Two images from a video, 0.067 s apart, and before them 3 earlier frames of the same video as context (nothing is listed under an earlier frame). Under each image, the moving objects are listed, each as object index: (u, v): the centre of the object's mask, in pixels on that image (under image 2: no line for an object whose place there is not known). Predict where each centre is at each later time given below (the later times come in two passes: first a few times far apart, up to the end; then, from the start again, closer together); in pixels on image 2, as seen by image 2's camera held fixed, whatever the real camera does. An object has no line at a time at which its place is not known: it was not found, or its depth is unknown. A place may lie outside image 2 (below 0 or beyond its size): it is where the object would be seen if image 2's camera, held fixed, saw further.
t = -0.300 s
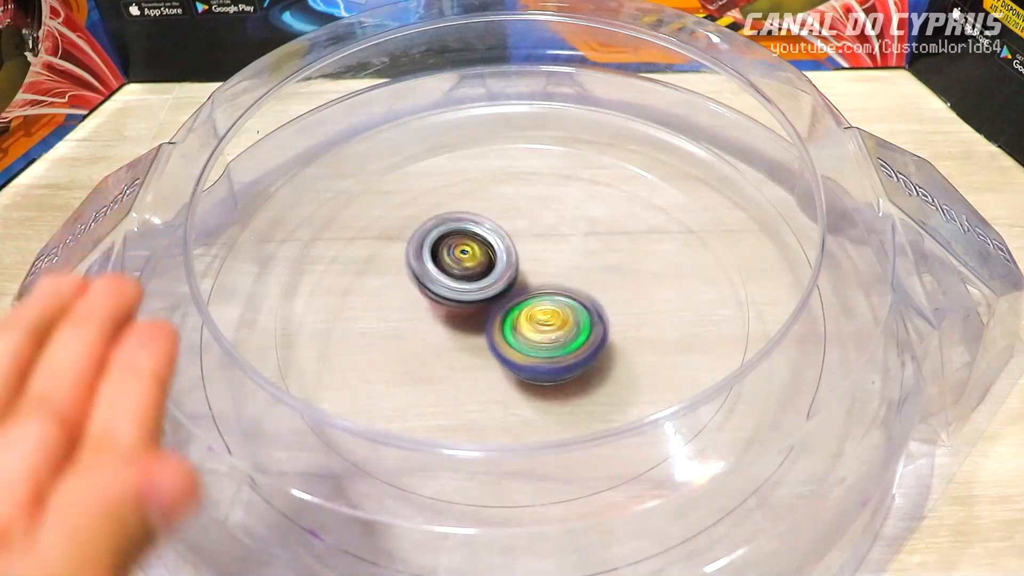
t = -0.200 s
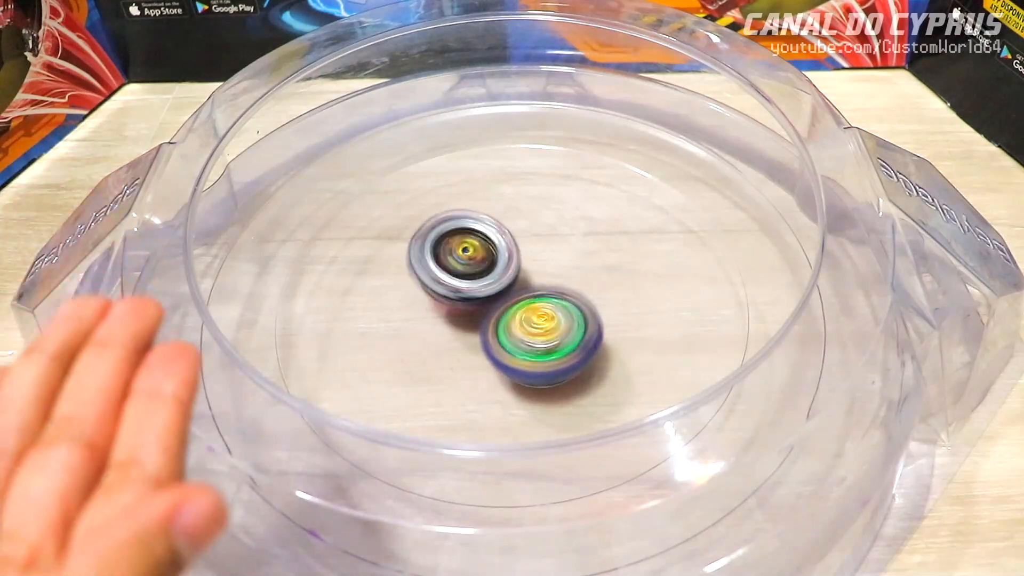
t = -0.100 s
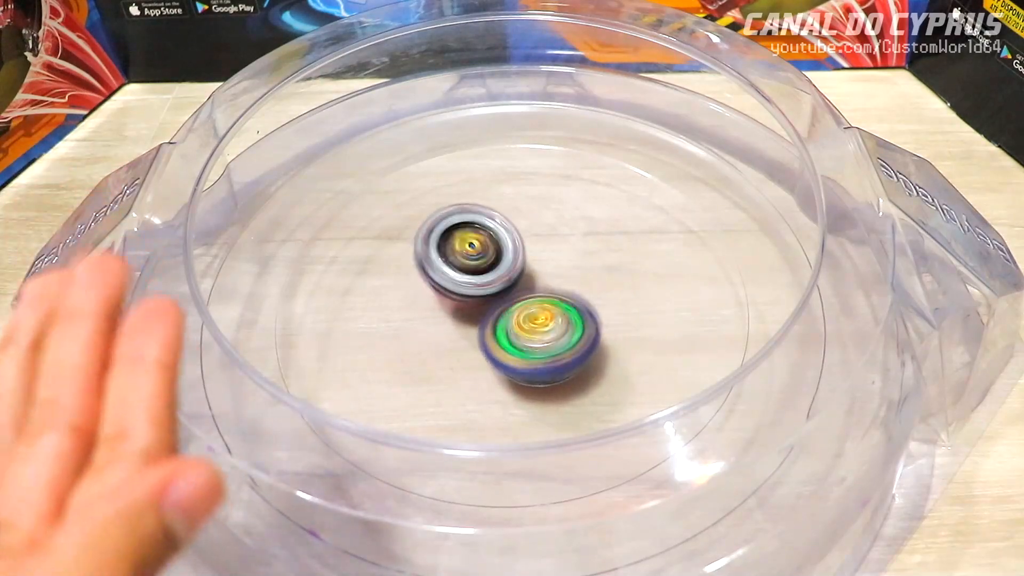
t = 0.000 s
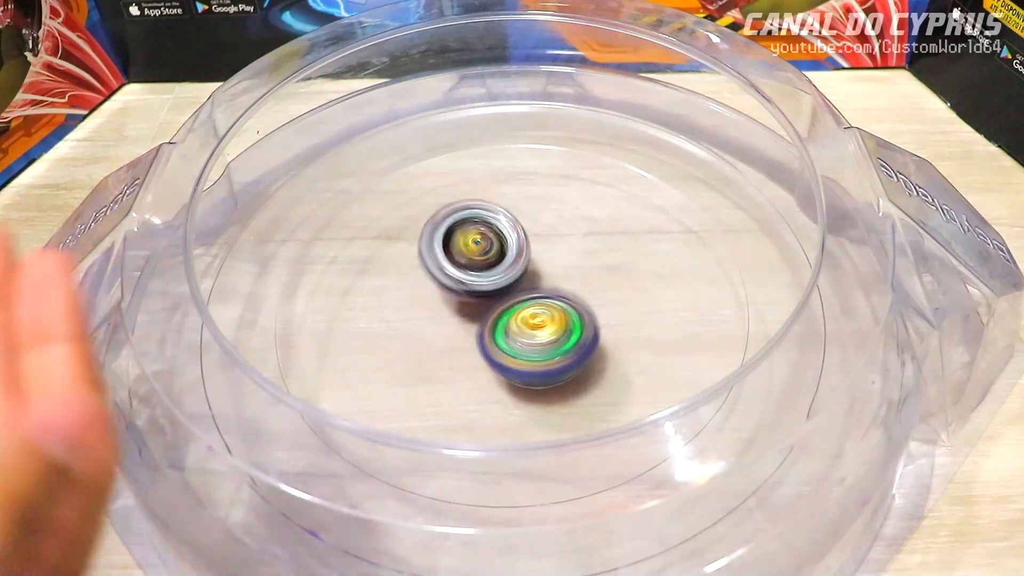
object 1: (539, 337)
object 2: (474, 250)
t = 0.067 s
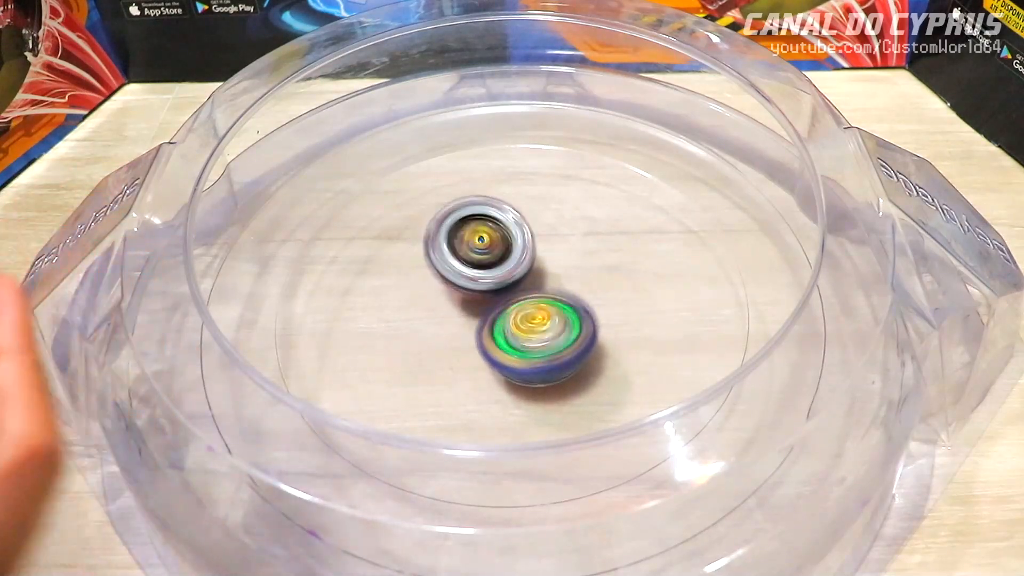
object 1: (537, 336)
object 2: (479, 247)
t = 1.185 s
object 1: (495, 343)
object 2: (508, 241)
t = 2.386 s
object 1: (469, 334)
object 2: (523, 241)
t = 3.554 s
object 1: (447, 323)
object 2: (540, 254)
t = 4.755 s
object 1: (456, 284)
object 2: (572, 292)
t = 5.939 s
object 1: (455, 279)
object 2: (556, 308)
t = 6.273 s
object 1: (463, 289)
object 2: (553, 314)
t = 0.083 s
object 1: (537, 336)
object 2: (481, 247)
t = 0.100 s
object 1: (536, 335)
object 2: (482, 248)
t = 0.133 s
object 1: (535, 335)
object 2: (483, 244)
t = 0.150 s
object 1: (535, 335)
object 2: (485, 245)
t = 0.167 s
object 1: (534, 334)
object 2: (487, 245)
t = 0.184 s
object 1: (535, 336)
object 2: (487, 243)
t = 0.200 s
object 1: (536, 339)
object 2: (487, 240)
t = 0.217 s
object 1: (537, 341)
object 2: (486, 237)
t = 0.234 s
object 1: (537, 341)
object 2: (487, 236)
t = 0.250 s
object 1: (538, 340)
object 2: (489, 235)
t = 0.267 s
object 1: (537, 340)
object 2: (490, 236)
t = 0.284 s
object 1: (535, 339)
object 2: (491, 236)
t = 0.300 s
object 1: (533, 339)
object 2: (492, 237)
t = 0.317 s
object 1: (532, 338)
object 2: (493, 239)
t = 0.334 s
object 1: (531, 337)
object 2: (494, 241)
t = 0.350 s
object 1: (529, 338)
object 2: (494, 241)
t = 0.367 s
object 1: (529, 342)
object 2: (494, 238)
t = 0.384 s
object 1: (529, 343)
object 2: (494, 237)
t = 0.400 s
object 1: (528, 344)
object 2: (495, 236)
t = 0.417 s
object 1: (529, 344)
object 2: (496, 236)
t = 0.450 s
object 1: (527, 342)
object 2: (498, 239)
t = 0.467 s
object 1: (525, 342)
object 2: (499, 241)
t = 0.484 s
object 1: (524, 342)
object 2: (500, 242)
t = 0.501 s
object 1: (524, 345)
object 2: (500, 240)
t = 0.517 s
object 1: (523, 347)
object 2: (501, 237)
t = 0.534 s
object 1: (523, 348)
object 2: (502, 238)
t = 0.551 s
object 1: (523, 347)
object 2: (503, 238)
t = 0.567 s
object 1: (522, 347)
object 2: (503, 240)
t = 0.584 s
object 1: (521, 346)
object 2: (502, 241)
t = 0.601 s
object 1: (519, 345)
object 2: (501, 243)
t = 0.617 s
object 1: (518, 344)
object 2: (500, 244)
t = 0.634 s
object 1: (516, 344)
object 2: (500, 245)
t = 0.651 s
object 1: (514, 344)
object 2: (500, 245)
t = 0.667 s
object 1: (514, 344)
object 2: (501, 245)
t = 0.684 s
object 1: (512, 344)
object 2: (502, 244)
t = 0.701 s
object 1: (511, 345)
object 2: (504, 243)
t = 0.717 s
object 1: (510, 345)
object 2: (506, 244)
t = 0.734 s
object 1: (510, 345)
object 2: (506, 245)
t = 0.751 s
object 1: (511, 349)
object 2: (507, 244)
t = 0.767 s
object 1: (510, 351)
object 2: (508, 243)
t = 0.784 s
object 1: (511, 352)
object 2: (509, 241)
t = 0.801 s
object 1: (511, 352)
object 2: (508, 240)
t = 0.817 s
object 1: (510, 351)
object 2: (508, 240)
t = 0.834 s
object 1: (509, 350)
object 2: (508, 240)
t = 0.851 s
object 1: (509, 348)
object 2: (507, 241)
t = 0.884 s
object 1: (506, 346)
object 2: (505, 242)
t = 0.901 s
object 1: (505, 345)
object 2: (505, 243)
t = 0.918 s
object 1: (504, 344)
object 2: (504, 244)
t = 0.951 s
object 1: (502, 344)
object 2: (505, 242)
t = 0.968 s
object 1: (503, 344)
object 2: (504, 242)
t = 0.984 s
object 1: (503, 343)
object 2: (503, 242)
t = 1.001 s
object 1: (502, 342)
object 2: (503, 242)
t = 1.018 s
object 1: (500, 342)
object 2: (503, 243)
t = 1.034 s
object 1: (500, 342)
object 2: (503, 242)
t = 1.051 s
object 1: (500, 342)
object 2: (504, 241)
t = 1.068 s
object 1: (499, 342)
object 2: (505, 242)
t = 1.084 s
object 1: (498, 342)
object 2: (506, 241)
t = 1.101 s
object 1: (498, 344)
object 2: (507, 240)
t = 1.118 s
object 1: (497, 345)
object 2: (508, 240)
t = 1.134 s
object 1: (496, 345)
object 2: (510, 241)
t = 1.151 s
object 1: (497, 344)
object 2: (510, 242)
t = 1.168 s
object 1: (496, 343)
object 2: (509, 242)
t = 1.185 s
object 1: (495, 343)
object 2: (508, 241)
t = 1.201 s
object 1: (494, 345)
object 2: (508, 241)
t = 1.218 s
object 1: (494, 345)
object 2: (509, 238)
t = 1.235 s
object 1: (494, 345)
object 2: (509, 239)
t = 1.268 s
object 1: (492, 344)
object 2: (510, 239)
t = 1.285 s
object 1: (492, 343)
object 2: (510, 241)
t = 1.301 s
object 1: (491, 341)
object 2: (509, 241)
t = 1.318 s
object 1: (490, 343)
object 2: (509, 239)
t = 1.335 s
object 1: (489, 344)
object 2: (509, 238)
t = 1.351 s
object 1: (489, 345)
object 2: (509, 236)
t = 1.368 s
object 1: (489, 345)
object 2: (511, 236)
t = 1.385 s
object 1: (488, 344)
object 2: (512, 236)
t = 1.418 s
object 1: (487, 343)
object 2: (510, 238)
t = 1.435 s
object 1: (487, 342)
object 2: (510, 240)
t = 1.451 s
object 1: (485, 341)
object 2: (510, 242)
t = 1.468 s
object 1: (484, 343)
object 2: (510, 241)
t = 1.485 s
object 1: (483, 346)
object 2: (511, 237)
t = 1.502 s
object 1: (481, 348)
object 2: (513, 234)
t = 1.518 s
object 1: (480, 349)
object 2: (515, 234)
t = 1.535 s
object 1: (482, 348)
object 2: (516, 235)
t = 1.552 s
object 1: (482, 348)
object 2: (515, 237)
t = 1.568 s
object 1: (481, 346)
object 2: (514, 238)
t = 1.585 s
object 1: (480, 345)
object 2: (512, 239)
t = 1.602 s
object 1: (481, 343)
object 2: (511, 241)
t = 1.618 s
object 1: (481, 342)
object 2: (509, 242)
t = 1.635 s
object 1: (479, 341)
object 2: (508, 242)
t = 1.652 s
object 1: (478, 340)
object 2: (508, 242)
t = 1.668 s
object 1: (477, 339)
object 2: (509, 241)
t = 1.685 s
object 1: (477, 339)
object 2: (511, 241)
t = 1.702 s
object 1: (477, 338)
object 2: (512, 242)
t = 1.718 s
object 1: (476, 338)
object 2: (512, 243)
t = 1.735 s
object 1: (474, 342)
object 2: (515, 240)
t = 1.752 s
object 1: (472, 346)
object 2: (518, 235)
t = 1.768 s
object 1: (470, 349)
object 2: (520, 232)
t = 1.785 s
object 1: (468, 351)
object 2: (522, 231)
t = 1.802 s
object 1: (469, 352)
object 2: (524, 232)
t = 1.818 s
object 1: (470, 352)
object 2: (523, 231)
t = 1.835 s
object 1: (470, 350)
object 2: (522, 232)
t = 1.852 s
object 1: (470, 348)
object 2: (521, 234)
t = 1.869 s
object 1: (471, 347)
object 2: (520, 235)
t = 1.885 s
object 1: (472, 345)
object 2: (517, 236)
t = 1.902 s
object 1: (471, 343)
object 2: (516, 237)
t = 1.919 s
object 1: (472, 341)
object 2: (515, 238)
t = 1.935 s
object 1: (472, 339)
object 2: (514, 238)
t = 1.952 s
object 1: (473, 337)
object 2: (512, 240)
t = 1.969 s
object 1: (474, 335)
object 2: (510, 241)
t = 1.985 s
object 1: (473, 336)
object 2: (512, 239)
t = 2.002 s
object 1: (471, 335)
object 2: (513, 238)
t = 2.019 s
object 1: (472, 335)
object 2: (513, 238)
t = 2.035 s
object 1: (473, 334)
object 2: (513, 238)
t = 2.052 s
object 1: (473, 334)
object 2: (513, 239)
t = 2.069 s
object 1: (472, 333)
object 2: (513, 239)
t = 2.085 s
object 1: (471, 333)
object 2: (514, 238)
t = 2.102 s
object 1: (471, 333)
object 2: (517, 237)
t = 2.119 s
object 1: (471, 333)
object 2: (518, 237)
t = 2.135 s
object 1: (472, 332)
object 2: (518, 238)
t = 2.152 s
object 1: (471, 334)
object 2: (519, 237)
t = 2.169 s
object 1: (470, 335)
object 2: (519, 237)
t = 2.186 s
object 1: (470, 336)
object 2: (519, 237)
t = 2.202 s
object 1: (470, 335)
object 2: (520, 238)
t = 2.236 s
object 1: (470, 334)
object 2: (518, 240)
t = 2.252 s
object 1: (470, 334)
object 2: (517, 239)
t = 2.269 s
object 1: (470, 334)
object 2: (517, 240)
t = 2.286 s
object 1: (469, 334)
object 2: (517, 240)
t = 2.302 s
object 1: (470, 333)
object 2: (516, 240)
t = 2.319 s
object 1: (469, 333)
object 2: (518, 239)
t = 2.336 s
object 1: (467, 335)
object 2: (519, 236)
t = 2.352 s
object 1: (467, 335)
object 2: (522, 237)
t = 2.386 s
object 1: (469, 334)
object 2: (523, 241)
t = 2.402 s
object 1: (470, 333)
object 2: (522, 242)
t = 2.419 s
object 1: (469, 334)
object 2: (522, 241)
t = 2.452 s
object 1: (467, 334)
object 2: (524, 239)
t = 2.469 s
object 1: (469, 334)
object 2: (526, 240)
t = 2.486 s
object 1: (468, 333)
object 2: (526, 242)
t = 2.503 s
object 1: (468, 332)
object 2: (525, 244)
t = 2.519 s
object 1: (466, 334)
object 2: (526, 242)
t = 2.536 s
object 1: (464, 336)
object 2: (529, 238)
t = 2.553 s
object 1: (463, 337)
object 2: (529, 237)
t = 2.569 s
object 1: (464, 337)
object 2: (533, 238)
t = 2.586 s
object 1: (464, 336)
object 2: (534, 240)
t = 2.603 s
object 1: (465, 336)
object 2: (533, 243)
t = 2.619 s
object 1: (465, 334)
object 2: (532, 245)
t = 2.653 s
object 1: (463, 332)
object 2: (528, 247)
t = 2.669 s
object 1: (461, 334)
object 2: (529, 248)
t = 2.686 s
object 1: (460, 334)
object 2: (530, 246)
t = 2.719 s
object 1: (461, 334)
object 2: (533, 247)
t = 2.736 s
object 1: (461, 332)
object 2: (533, 249)
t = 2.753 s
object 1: (462, 331)
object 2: (531, 250)
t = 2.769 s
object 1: (459, 333)
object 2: (534, 248)
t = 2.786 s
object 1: (453, 337)
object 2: (539, 243)
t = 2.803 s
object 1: (450, 340)
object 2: (544, 239)
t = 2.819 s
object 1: (448, 341)
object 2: (547, 237)
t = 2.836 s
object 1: (448, 342)
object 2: (548, 235)
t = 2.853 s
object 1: (449, 342)
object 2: (550, 234)
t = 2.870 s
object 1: (450, 341)
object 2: (550, 235)
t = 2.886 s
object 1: (452, 340)
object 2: (550, 236)
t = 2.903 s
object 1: (452, 338)
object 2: (549, 238)
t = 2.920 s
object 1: (453, 337)
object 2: (545, 239)
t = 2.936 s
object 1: (454, 335)
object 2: (542, 240)
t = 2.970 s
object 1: (456, 333)
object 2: (537, 244)
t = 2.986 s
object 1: (455, 331)
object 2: (534, 247)
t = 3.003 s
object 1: (457, 329)
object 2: (532, 250)
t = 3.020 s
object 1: (457, 328)
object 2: (531, 251)
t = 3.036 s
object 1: (457, 328)
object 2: (533, 252)
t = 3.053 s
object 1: (456, 329)
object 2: (532, 251)
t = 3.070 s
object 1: (453, 330)
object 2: (533, 252)
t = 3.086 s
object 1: (455, 330)
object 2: (534, 252)
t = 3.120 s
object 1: (457, 329)
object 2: (533, 253)
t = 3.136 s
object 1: (456, 330)
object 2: (534, 251)
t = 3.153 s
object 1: (452, 333)
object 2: (540, 248)
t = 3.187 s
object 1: (450, 335)
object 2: (548, 242)
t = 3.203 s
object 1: (450, 335)
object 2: (550, 242)
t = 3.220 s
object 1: (451, 335)
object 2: (551, 242)
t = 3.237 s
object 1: (452, 334)
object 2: (551, 243)
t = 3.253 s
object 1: (453, 333)
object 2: (550, 243)
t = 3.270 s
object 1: (455, 331)
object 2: (549, 245)
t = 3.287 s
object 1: (455, 330)
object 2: (547, 246)
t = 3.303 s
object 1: (455, 328)
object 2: (544, 247)
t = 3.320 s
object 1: (457, 328)
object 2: (541, 247)
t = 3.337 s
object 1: (457, 326)
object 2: (540, 248)
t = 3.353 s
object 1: (459, 324)
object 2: (537, 249)
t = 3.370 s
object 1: (456, 325)
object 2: (538, 248)
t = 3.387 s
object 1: (452, 327)
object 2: (541, 246)
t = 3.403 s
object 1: (448, 328)
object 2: (544, 245)
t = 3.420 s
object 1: (448, 328)
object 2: (546, 243)
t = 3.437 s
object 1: (447, 328)
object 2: (547, 244)
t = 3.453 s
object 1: (449, 327)
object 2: (547, 246)
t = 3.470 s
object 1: (450, 327)
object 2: (544, 247)
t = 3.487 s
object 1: (451, 325)
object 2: (542, 251)
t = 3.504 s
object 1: (452, 325)
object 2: (538, 251)
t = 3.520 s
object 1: (451, 323)
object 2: (538, 253)
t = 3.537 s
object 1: (448, 324)
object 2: (540, 254)
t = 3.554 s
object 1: (447, 323)
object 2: (540, 254)
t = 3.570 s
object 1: (447, 323)
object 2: (540, 255)
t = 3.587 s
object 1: (446, 324)
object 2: (538, 257)
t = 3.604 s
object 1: (444, 325)
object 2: (541, 257)
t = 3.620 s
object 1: (442, 326)
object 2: (542, 257)
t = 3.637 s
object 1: (444, 327)
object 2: (544, 258)
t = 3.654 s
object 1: (445, 327)
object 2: (543, 259)
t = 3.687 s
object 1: (447, 326)
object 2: (542, 260)
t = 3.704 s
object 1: (446, 326)
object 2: (548, 260)
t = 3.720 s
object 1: (445, 327)
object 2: (551, 260)
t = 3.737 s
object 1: (446, 326)
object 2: (555, 262)
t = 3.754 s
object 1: (447, 326)
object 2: (555, 265)
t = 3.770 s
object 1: (449, 326)
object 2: (555, 265)
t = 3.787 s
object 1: (450, 325)
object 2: (554, 265)
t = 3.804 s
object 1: (451, 323)
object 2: (554, 266)
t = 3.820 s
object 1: (452, 322)
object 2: (554, 265)
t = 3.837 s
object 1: (454, 320)
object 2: (554, 264)
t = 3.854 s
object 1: (455, 319)
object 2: (554, 267)
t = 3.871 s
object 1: (451, 319)
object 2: (556, 267)
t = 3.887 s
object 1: (448, 319)
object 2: (560, 265)
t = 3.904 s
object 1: (445, 318)
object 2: (563, 264)
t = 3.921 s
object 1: (444, 318)
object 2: (565, 264)
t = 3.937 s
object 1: (444, 317)
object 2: (567, 264)
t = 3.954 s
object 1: (445, 317)
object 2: (566, 265)
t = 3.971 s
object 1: (445, 316)
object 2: (565, 267)
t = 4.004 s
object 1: (446, 314)
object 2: (559, 270)
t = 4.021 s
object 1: (446, 314)
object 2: (556, 272)
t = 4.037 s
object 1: (444, 313)
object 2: (555, 271)
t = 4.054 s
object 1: (443, 312)
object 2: (555, 271)
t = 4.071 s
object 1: (443, 311)
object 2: (556, 272)
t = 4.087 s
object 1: (439, 312)
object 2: (558, 271)
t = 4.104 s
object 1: (439, 310)
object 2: (562, 271)
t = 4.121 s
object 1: (439, 310)
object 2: (562, 272)
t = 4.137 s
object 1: (441, 308)
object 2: (562, 273)
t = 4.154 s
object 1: (441, 307)
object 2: (560, 275)
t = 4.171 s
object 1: (441, 307)
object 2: (558, 277)
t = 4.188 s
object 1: (435, 307)
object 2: (559, 275)
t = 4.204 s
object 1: (429, 306)
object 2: (564, 276)
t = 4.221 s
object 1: (426, 305)
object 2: (567, 275)
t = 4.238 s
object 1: (423, 304)
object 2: (569, 276)
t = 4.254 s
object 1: (422, 302)
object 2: (570, 276)
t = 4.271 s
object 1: (421, 301)
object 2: (570, 275)
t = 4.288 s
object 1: (421, 301)
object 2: (571, 277)
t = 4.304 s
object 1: (422, 301)
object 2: (569, 276)
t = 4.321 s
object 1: (424, 301)
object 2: (569, 278)
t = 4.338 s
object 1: (426, 300)
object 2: (568, 278)
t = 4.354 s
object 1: (429, 301)
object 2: (568, 280)
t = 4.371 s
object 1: (432, 299)
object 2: (566, 281)
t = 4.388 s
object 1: (434, 298)
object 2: (566, 283)
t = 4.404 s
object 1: (438, 297)
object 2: (564, 285)
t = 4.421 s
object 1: (441, 297)
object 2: (561, 285)
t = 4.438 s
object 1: (445, 296)
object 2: (558, 287)
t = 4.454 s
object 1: (444, 296)
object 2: (559, 287)
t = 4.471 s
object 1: (445, 296)
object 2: (560, 287)
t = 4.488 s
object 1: (448, 296)
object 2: (560, 286)
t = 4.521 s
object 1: (448, 295)
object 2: (567, 287)
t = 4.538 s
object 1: (450, 295)
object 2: (569, 288)
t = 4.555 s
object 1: (452, 295)
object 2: (569, 290)
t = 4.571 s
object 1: (453, 294)
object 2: (568, 290)
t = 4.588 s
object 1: (453, 295)
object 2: (570, 290)
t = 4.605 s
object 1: (453, 294)
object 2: (570, 291)
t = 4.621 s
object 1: (450, 292)
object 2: (572, 290)
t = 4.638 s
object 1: (447, 291)
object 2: (574, 290)
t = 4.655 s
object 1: (448, 289)
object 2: (575, 290)
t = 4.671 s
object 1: (449, 288)
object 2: (576, 289)
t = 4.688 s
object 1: (451, 288)
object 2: (576, 289)
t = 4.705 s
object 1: (453, 286)
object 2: (575, 290)
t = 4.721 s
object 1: (453, 287)
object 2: (575, 291)
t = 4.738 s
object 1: (455, 286)
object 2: (573, 292)
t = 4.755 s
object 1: (456, 284)
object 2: (572, 292)
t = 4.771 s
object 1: (456, 284)
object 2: (572, 292)
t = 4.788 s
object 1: (454, 282)
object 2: (573, 292)
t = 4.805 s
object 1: (451, 281)
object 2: (578, 292)
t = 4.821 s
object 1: (449, 281)
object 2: (580, 292)
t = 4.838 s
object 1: (447, 280)
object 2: (580, 293)
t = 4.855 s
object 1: (446, 279)
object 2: (579, 295)
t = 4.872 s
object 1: (448, 279)
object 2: (574, 296)
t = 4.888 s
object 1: (450, 279)
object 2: (569, 296)
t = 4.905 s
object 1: (453, 279)
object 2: (564, 298)
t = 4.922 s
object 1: (453, 278)
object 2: (564, 298)
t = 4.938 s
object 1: (452, 275)
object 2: (568, 298)
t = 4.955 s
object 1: (449, 274)
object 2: (569, 298)
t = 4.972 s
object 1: (448, 273)
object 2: (570, 298)
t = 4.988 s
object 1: (447, 272)
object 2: (570, 299)
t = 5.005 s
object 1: (447, 272)
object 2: (570, 299)
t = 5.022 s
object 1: (447, 273)
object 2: (569, 299)
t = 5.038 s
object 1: (448, 273)
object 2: (567, 299)
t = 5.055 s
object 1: (449, 274)
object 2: (564, 300)
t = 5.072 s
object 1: (451, 274)
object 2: (561, 300)
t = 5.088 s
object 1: (453, 274)
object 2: (557, 300)
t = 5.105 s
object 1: (456, 274)
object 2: (553, 299)
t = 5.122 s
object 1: (456, 273)
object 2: (552, 297)
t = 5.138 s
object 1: (454, 272)
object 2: (557, 298)
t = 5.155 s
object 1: (454, 273)
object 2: (559, 297)
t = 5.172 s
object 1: (452, 273)
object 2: (562, 296)
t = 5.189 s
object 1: (452, 273)
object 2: (564, 297)
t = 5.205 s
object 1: (452, 274)
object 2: (565, 295)
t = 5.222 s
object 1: (453, 274)
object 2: (565, 296)
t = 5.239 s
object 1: (454, 274)
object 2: (566, 295)
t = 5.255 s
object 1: (457, 275)
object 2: (565, 295)
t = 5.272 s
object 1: (458, 275)
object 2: (563, 295)
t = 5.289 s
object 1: (461, 276)
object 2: (563, 296)
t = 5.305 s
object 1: (460, 274)
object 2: (568, 300)
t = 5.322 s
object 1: (457, 273)
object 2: (573, 303)
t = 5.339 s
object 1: (454, 272)
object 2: (577, 303)
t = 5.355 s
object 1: (452, 272)
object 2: (579, 302)
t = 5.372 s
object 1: (452, 273)
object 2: (581, 300)
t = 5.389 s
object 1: (453, 274)
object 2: (583, 300)
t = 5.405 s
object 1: (456, 275)
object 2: (582, 301)
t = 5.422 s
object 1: (460, 277)
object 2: (581, 301)
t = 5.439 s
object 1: (464, 277)
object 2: (581, 303)
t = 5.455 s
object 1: (467, 278)
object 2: (577, 305)
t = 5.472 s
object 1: (469, 280)
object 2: (574, 307)
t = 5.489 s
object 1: (470, 280)
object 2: (573, 308)
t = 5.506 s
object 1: (469, 279)
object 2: (570, 310)
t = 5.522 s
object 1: (466, 278)
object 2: (570, 313)
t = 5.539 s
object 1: (462, 278)
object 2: (570, 315)
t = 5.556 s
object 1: (461, 278)
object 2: (569, 315)
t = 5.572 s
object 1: (459, 278)
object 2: (567, 315)
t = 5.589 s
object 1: (458, 279)
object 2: (565, 314)
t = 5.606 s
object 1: (458, 280)
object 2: (564, 314)
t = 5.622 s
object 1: (460, 282)
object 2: (563, 313)
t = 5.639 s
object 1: (461, 283)
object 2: (563, 311)
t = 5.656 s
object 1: (461, 284)
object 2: (565, 309)
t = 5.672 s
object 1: (461, 283)
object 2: (568, 309)
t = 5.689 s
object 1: (461, 283)
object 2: (568, 309)
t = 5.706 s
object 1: (460, 283)
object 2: (566, 309)
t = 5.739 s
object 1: (460, 282)
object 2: (557, 311)
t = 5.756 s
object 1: (457, 281)
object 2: (558, 311)
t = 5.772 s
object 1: (455, 280)
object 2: (558, 311)
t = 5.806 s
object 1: (454, 279)
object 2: (557, 309)
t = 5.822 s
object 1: (453, 279)
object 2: (558, 308)
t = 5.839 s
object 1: (453, 278)
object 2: (559, 307)
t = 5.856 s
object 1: (452, 278)
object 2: (559, 307)
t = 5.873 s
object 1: (452, 278)
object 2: (559, 306)
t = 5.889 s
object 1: (453, 278)
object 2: (558, 307)
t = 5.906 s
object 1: (453, 278)
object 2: (557, 307)
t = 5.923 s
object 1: (454, 279)
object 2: (557, 308)
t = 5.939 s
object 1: (455, 279)
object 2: (556, 308)
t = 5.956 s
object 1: (456, 280)
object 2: (554, 309)
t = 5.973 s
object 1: (457, 281)
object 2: (554, 309)
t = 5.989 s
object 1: (459, 282)
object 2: (553, 310)
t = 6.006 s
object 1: (460, 283)
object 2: (553, 310)
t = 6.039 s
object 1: (461, 285)
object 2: (553, 311)
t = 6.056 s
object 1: (461, 285)
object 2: (553, 312)
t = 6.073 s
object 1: (462, 286)
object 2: (552, 312)
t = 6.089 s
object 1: (463, 287)
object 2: (552, 313)
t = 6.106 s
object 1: (463, 288)
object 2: (551, 312)
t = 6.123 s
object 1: (462, 289)
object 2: (552, 312)
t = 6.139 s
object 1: (462, 289)
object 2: (552, 313)
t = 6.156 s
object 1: (462, 289)
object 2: (552, 313)
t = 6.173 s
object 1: (462, 290)
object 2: (553, 314)
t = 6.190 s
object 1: (462, 290)
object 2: (553, 314)
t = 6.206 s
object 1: (462, 290)
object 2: (553, 314)
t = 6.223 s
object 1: (462, 290)
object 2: (553, 314)
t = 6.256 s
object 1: (463, 289)
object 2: (553, 314)
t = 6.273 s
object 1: (463, 289)
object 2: (553, 314)
